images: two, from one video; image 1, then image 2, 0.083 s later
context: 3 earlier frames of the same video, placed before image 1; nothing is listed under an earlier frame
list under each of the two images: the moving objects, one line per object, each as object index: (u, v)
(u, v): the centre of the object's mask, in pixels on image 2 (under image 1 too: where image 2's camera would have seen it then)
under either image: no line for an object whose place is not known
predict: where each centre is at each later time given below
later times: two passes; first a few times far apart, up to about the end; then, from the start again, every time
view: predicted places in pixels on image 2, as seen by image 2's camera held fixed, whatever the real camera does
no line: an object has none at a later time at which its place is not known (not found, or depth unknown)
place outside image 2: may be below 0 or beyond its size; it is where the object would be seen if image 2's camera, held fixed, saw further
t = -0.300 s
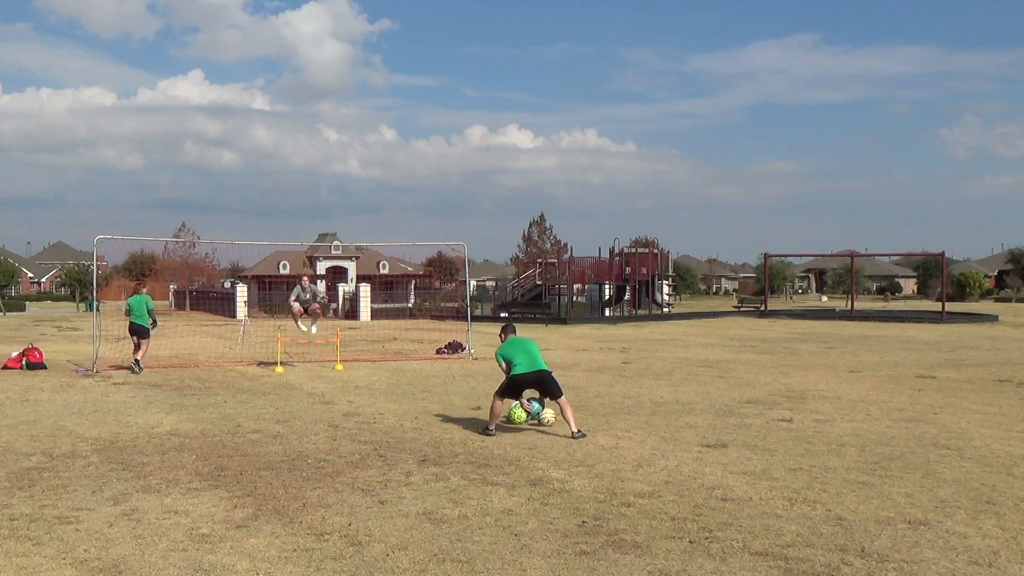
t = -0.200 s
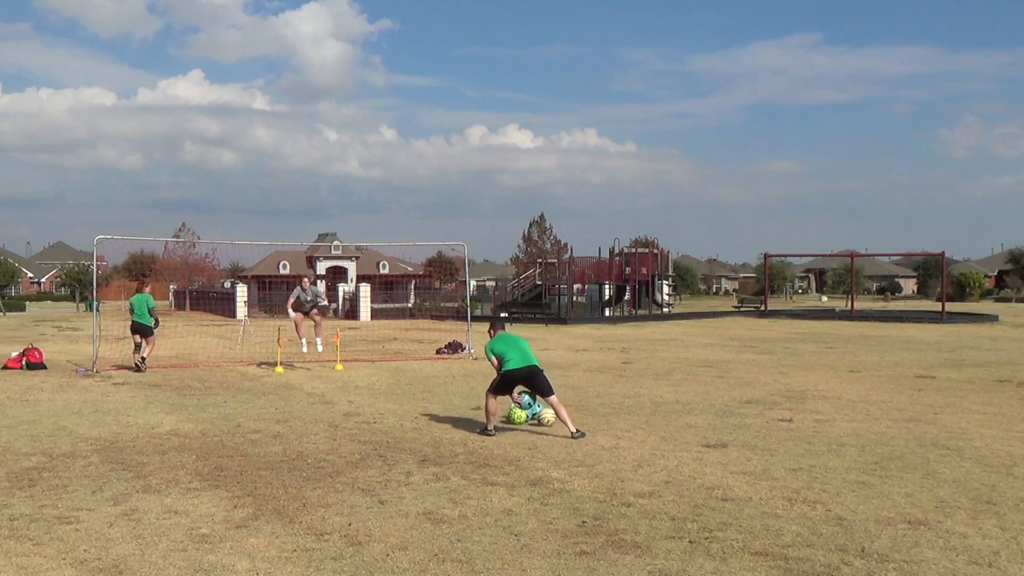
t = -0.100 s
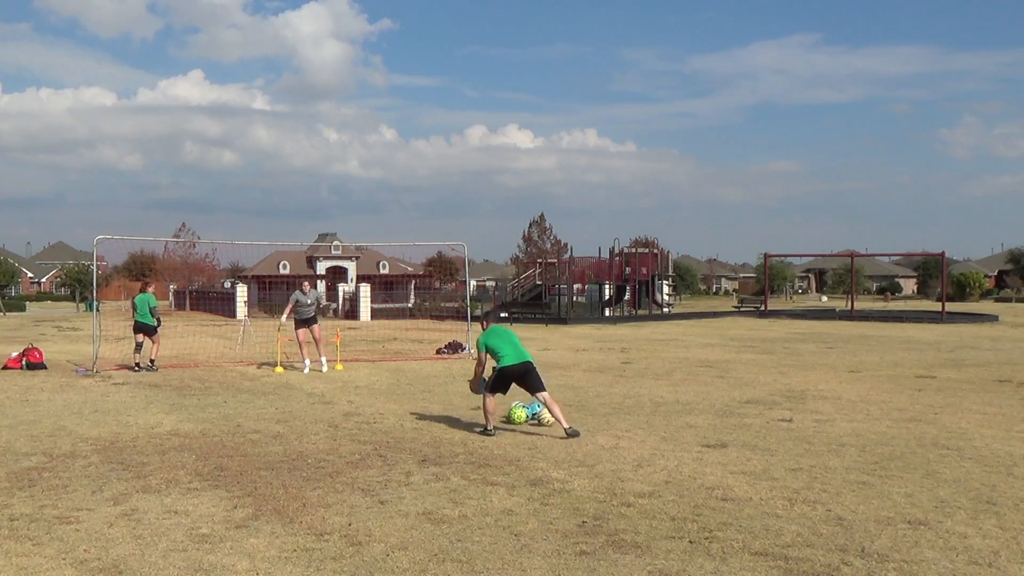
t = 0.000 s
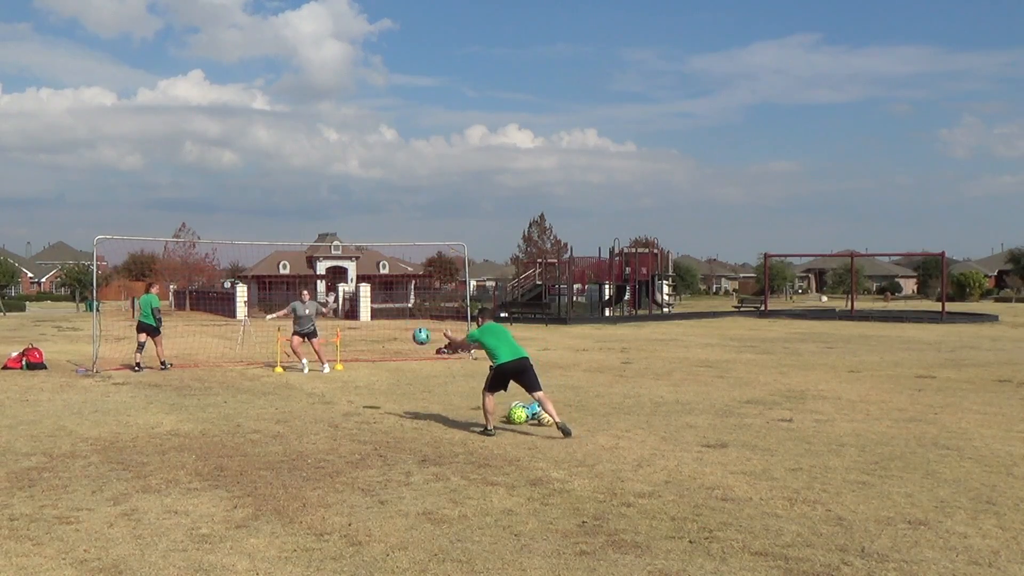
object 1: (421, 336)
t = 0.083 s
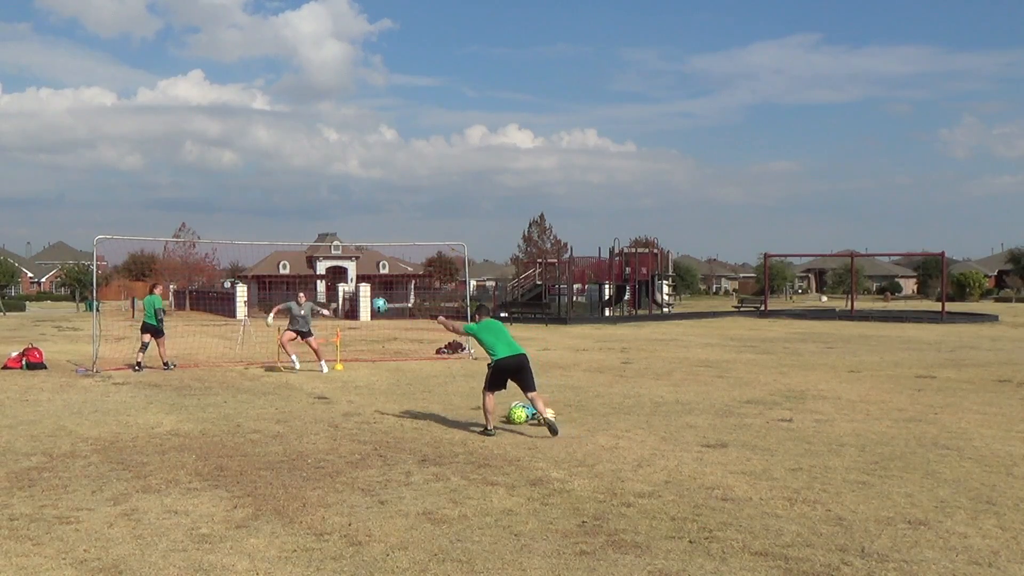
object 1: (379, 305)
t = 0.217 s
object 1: (320, 273)
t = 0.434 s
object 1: (241, 255)
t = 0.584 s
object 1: (198, 260)
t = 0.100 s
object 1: (371, 300)
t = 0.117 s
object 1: (364, 296)
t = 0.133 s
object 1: (355, 291)
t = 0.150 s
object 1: (348, 287)
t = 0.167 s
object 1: (341, 282)
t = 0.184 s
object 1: (333, 279)
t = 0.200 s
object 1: (326, 276)
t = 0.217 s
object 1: (320, 273)
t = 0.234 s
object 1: (313, 270)
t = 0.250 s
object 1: (306, 267)
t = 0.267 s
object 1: (299, 265)
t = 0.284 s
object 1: (293, 263)
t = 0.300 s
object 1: (287, 261)
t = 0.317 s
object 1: (281, 259)
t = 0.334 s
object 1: (275, 258)
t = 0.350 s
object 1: (269, 257)
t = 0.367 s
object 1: (263, 256)
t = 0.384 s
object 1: (257, 256)
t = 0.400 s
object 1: (252, 256)
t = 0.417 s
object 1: (246, 255)
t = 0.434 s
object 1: (241, 255)
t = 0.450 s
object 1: (236, 255)
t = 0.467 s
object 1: (231, 255)
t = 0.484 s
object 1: (226, 255)
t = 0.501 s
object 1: (220, 256)
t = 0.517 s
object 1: (216, 256)
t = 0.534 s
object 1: (211, 257)
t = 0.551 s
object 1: (207, 258)
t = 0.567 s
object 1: (202, 259)
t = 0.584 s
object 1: (198, 260)
